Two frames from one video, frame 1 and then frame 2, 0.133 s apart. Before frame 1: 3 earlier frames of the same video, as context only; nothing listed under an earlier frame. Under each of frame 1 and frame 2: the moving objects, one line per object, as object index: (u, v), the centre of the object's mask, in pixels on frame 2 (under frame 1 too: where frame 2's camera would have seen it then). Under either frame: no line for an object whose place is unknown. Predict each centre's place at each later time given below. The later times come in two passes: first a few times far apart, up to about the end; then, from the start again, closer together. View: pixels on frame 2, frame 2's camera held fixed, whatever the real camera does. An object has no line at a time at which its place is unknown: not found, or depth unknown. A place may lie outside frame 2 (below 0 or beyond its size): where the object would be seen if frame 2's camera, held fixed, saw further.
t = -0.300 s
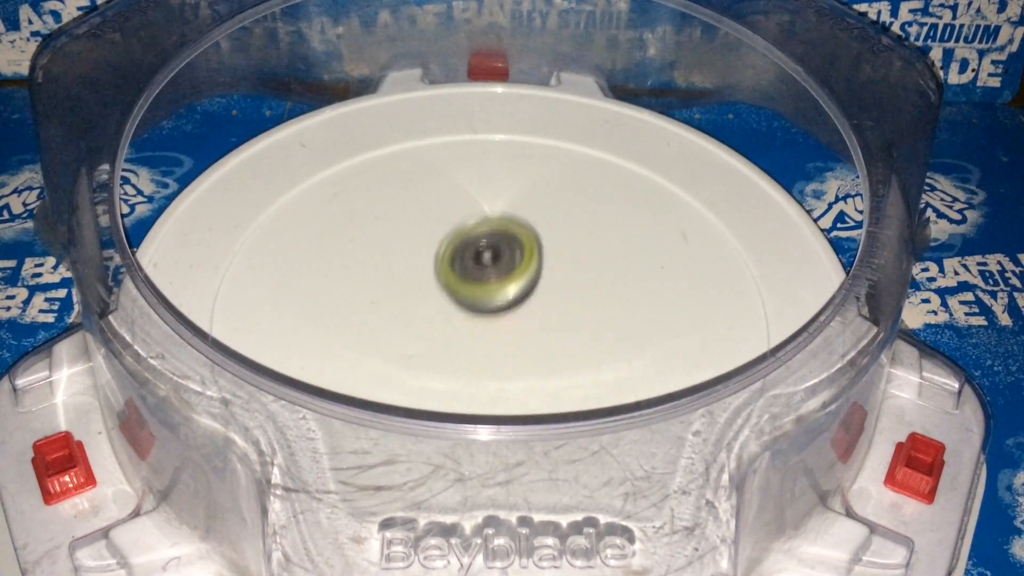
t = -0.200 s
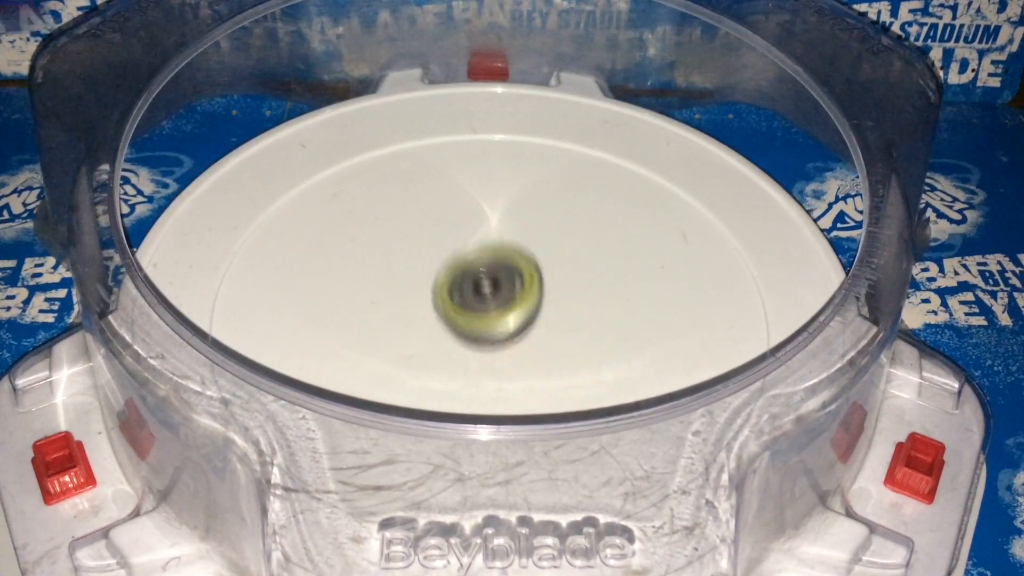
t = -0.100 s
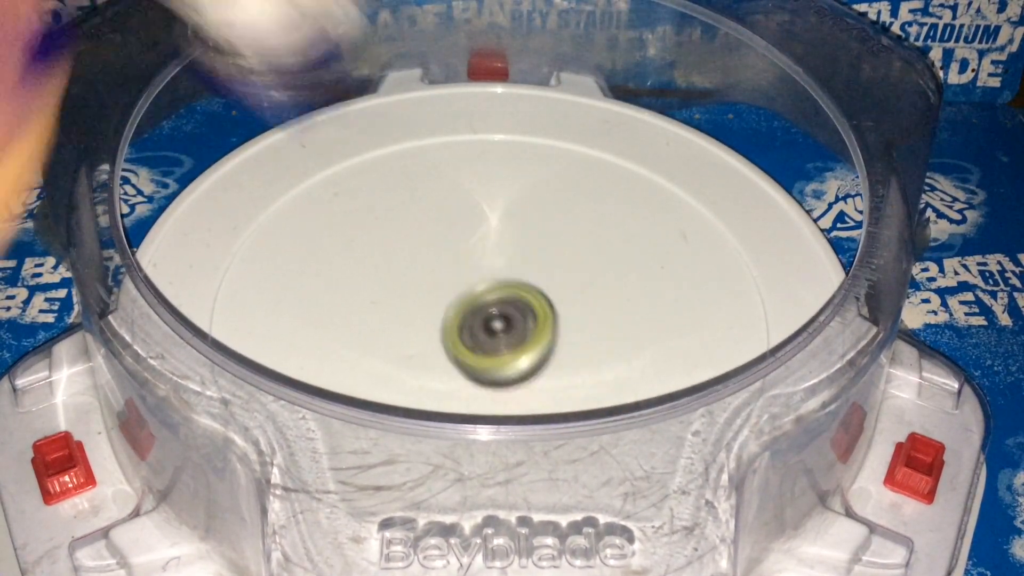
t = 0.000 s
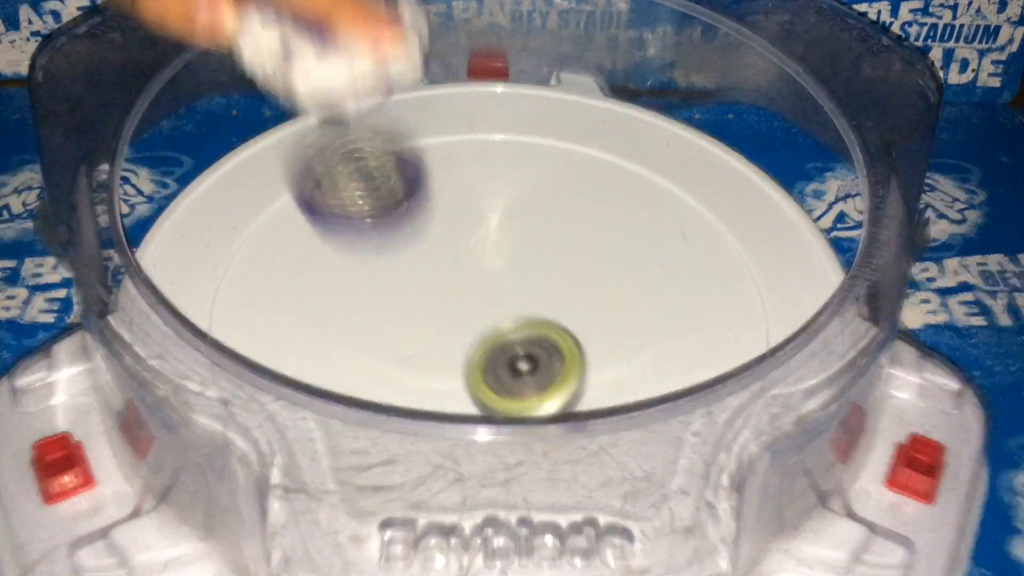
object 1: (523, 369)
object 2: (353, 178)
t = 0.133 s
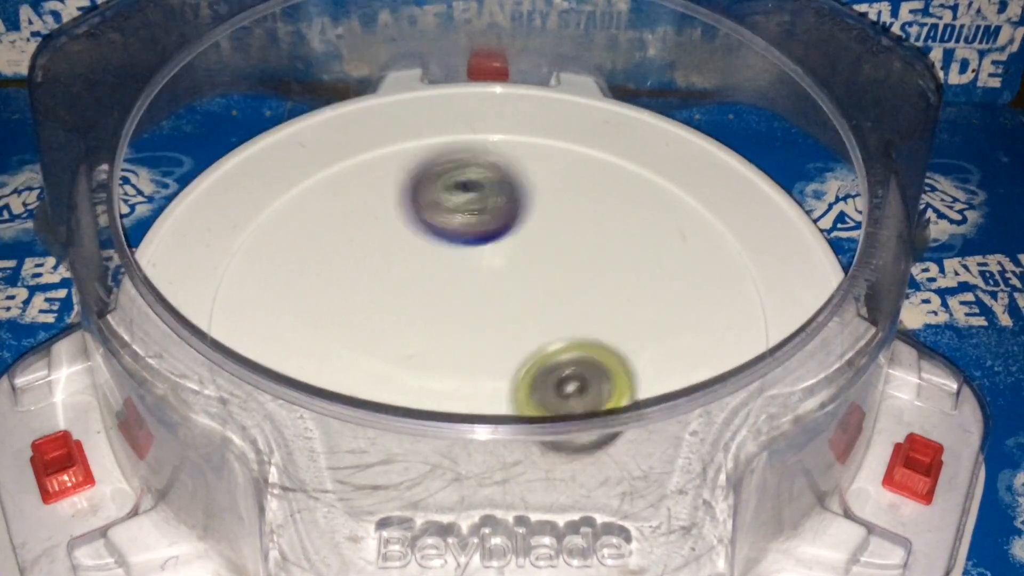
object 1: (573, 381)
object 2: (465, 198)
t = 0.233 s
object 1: (604, 372)
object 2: (543, 239)
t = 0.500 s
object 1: (733, 391)
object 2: (539, 215)
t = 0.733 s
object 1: (630, 307)
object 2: (518, 243)
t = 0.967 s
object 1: (696, 388)
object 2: (293, 108)
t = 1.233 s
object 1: (485, 332)
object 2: (380, 200)
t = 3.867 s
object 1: (132, 164)
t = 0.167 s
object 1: (584, 377)
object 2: (493, 201)
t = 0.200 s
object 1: (594, 376)
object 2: (517, 220)
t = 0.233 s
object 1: (604, 372)
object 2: (543, 239)
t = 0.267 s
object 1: (612, 368)
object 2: (563, 231)
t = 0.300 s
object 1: (620, 361)
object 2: (582, 241)
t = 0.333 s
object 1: (625, 354)
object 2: (599, 264)
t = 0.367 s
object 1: (650, 359)
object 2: (592, 243)
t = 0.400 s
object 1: (675, 375)
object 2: (580, 231)
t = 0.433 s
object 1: (700, 388)
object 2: (566, 224)
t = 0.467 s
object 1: (723, 395)
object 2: (552, 218)
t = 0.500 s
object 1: (733, 391)
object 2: (539, 215)
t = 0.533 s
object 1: (726, 379)
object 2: (526, 213)
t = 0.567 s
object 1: (717, 364)
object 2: (518, 214)
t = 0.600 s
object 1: (706, 347)
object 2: (512, 217)
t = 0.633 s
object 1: (697, 339)
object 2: (510, 221)
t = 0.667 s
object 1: (682, 327)
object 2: (510, 229)
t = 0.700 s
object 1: (659, 315)
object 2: (514, 234)
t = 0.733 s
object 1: (630, 307)
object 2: (518, 243)
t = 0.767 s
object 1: (620, 310)
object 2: (504, 240)
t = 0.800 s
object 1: (658, 338)
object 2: (446, 211)
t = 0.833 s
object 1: (688, 352)
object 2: (400, 183)
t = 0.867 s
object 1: (719, 375)
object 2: (360, 157)
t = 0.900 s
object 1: (730, 376)
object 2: (329, 129)
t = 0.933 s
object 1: (716, 377)
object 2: (308, 119)
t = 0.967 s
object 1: (696, 388)
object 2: (293, 108)
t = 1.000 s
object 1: (676, 390)
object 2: (285, 102)
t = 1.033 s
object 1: (647, 372)
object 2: (289, 104)
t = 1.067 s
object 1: (623, 371)
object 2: (298, 120)
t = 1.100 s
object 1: (595, 369)
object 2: (308, 130)
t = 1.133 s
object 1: (567, 364)
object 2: (321, 144)
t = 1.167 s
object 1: (540, 356)
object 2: (338, 165)
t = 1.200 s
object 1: (511, 344)
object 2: (358, 180)
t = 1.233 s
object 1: (485, 332)
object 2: (380, 200)
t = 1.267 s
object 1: (458, 323)
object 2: (402, 219)
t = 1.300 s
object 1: (450, 335)
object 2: (416, 208)
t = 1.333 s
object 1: (461, 373)
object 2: (410, 156)
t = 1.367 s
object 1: (473, 488)
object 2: (407, 120)
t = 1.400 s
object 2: (413, 82)
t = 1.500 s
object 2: (461, 123)
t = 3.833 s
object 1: (147, 161)
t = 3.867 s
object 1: (132, 164)
